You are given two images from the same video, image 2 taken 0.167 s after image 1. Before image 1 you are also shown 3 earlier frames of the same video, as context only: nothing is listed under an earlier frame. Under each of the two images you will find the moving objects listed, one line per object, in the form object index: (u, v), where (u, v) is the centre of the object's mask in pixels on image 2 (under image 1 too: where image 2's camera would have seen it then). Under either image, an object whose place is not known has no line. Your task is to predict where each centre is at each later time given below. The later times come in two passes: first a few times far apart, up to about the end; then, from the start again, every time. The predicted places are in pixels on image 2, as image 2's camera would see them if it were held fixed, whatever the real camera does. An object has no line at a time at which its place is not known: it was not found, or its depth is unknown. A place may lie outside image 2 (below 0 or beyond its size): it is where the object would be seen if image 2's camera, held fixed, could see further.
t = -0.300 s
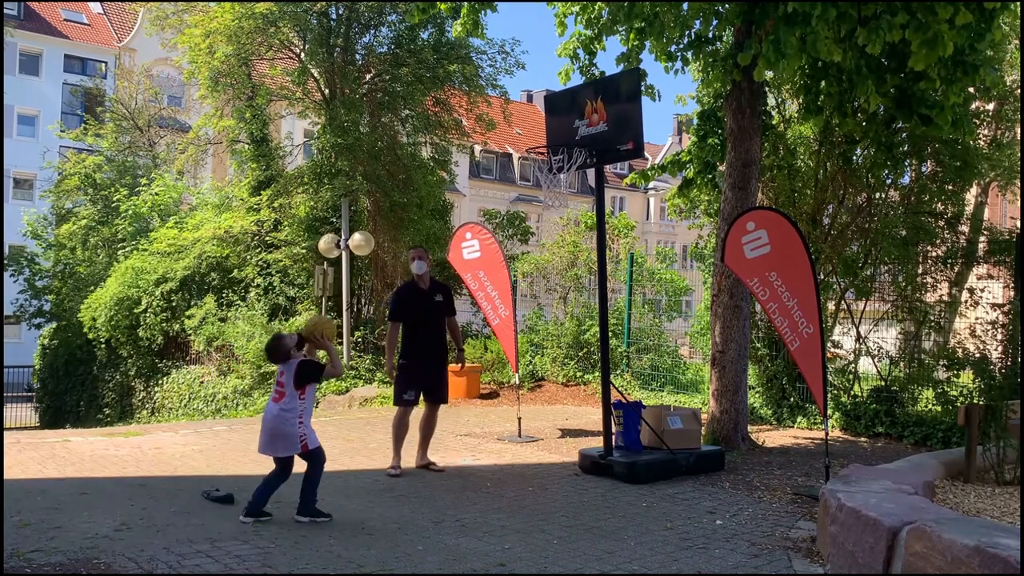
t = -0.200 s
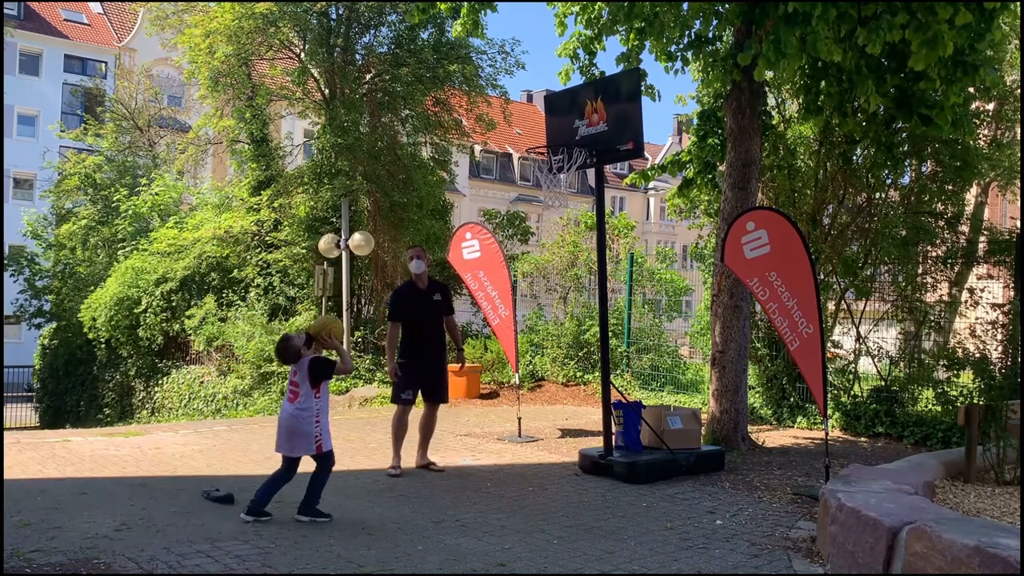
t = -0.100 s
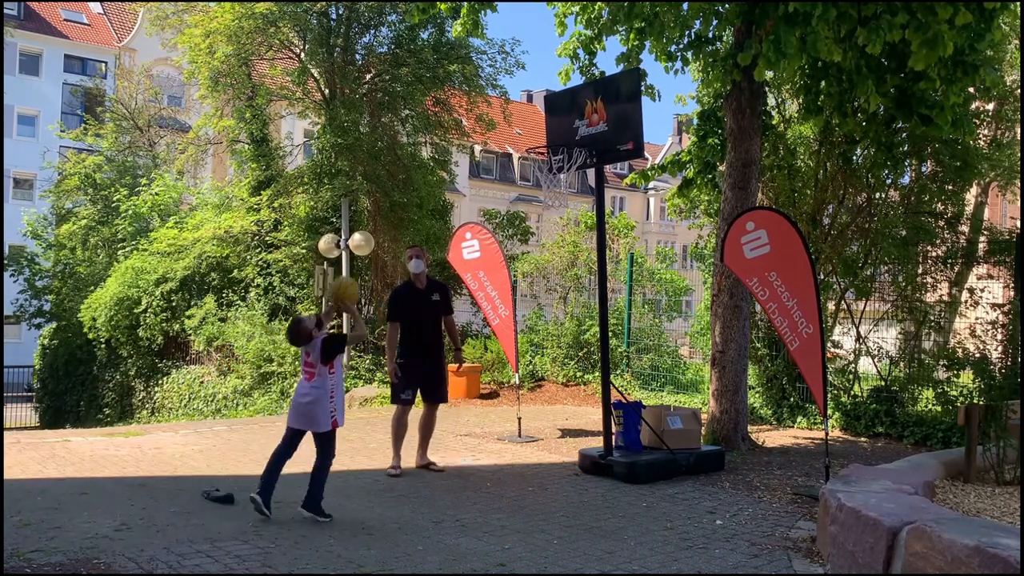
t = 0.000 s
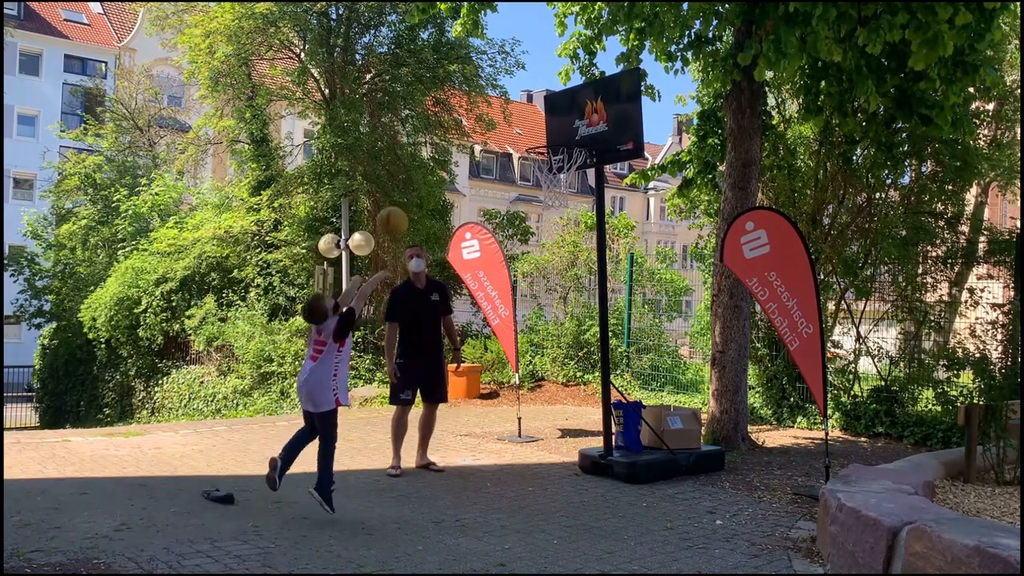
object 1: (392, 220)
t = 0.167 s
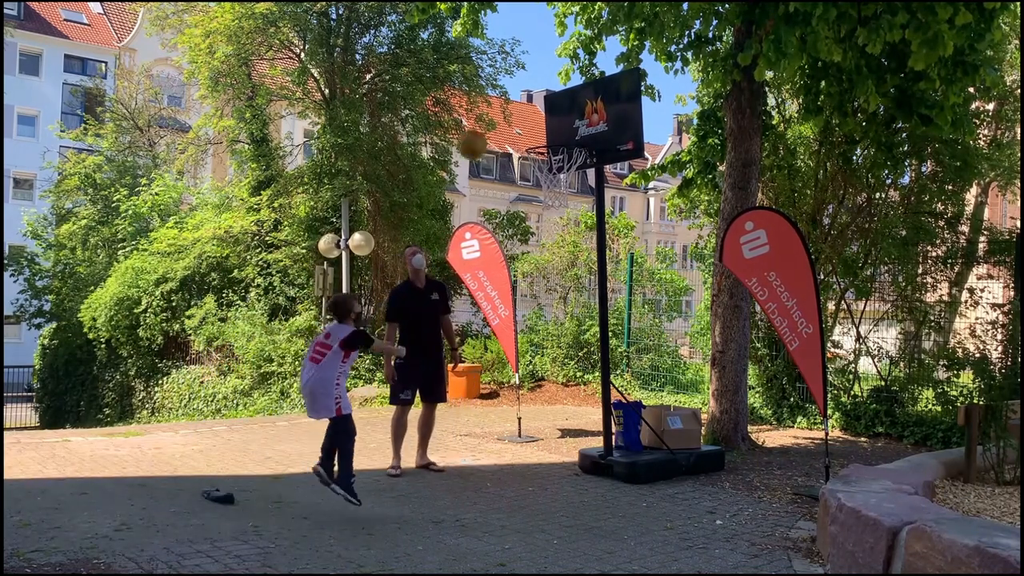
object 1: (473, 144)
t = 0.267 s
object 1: (514, 119)
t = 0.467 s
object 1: (587, 114)
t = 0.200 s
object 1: (487, 134)
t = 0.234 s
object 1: (500, 126)
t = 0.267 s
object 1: (514, 119)
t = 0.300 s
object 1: (527, 115)
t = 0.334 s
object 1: (540, 112)
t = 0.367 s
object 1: (552, 110)
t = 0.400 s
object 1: (564, 110)
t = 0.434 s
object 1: (575, 111)
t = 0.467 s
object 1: (587, 114)
